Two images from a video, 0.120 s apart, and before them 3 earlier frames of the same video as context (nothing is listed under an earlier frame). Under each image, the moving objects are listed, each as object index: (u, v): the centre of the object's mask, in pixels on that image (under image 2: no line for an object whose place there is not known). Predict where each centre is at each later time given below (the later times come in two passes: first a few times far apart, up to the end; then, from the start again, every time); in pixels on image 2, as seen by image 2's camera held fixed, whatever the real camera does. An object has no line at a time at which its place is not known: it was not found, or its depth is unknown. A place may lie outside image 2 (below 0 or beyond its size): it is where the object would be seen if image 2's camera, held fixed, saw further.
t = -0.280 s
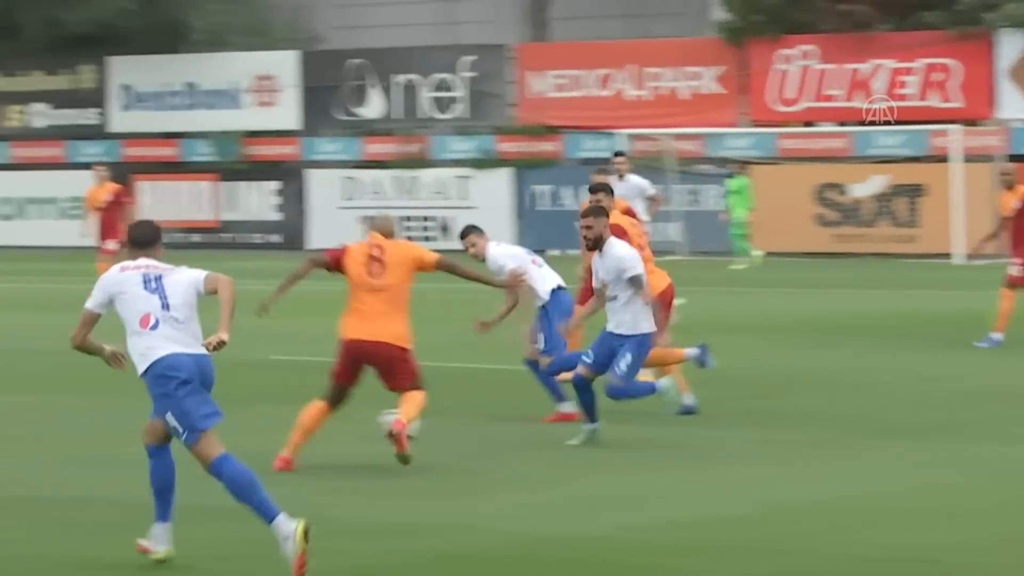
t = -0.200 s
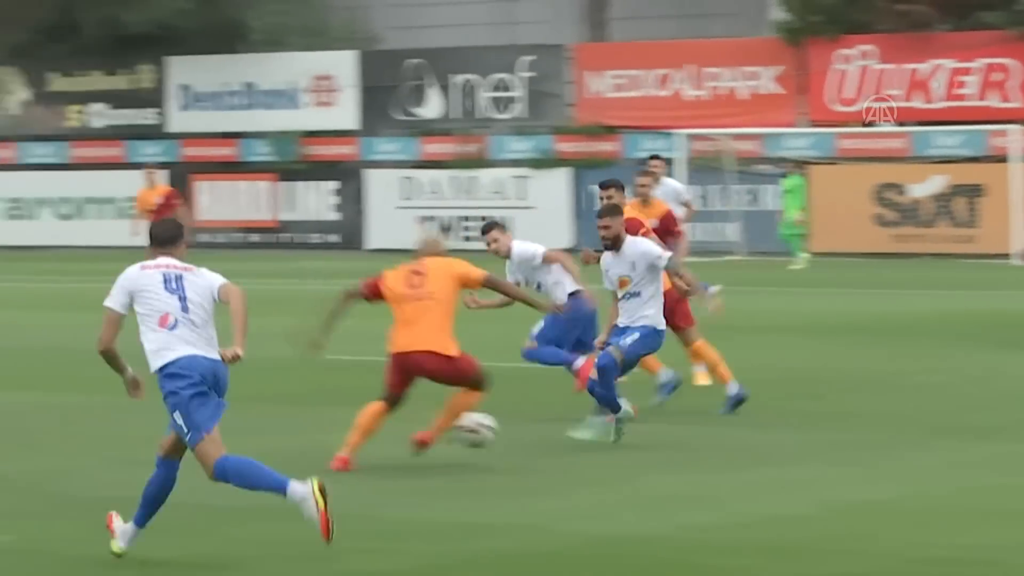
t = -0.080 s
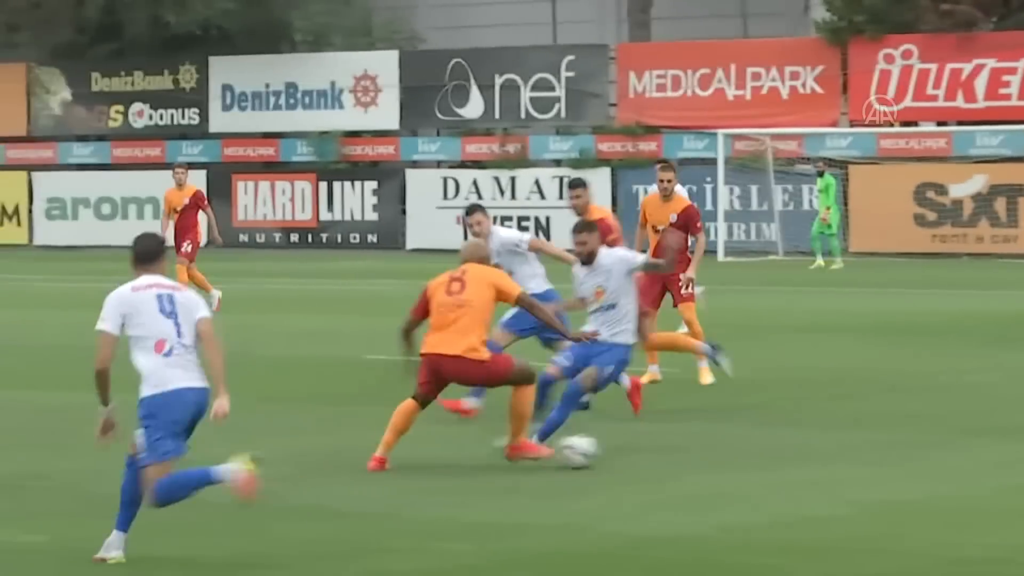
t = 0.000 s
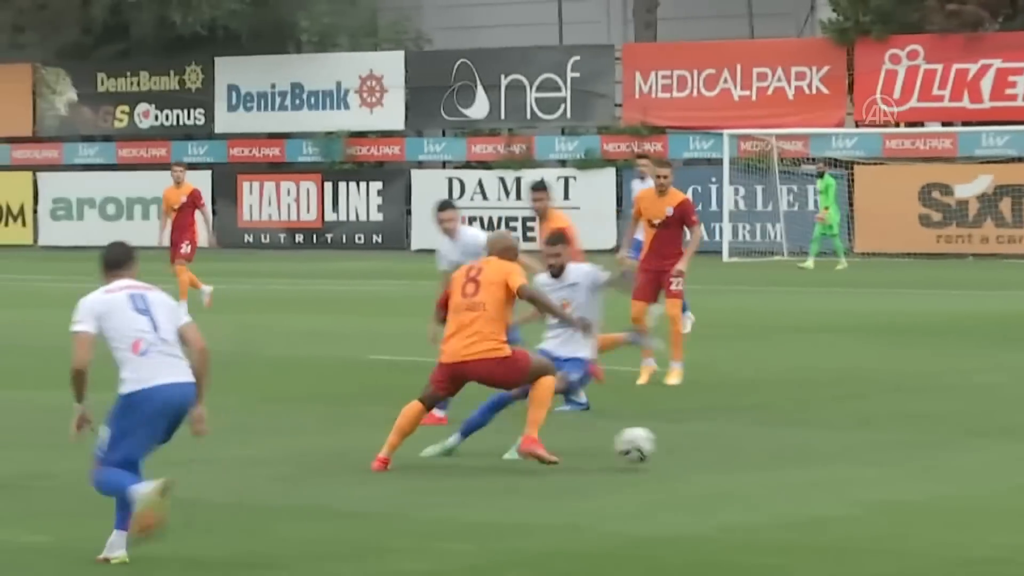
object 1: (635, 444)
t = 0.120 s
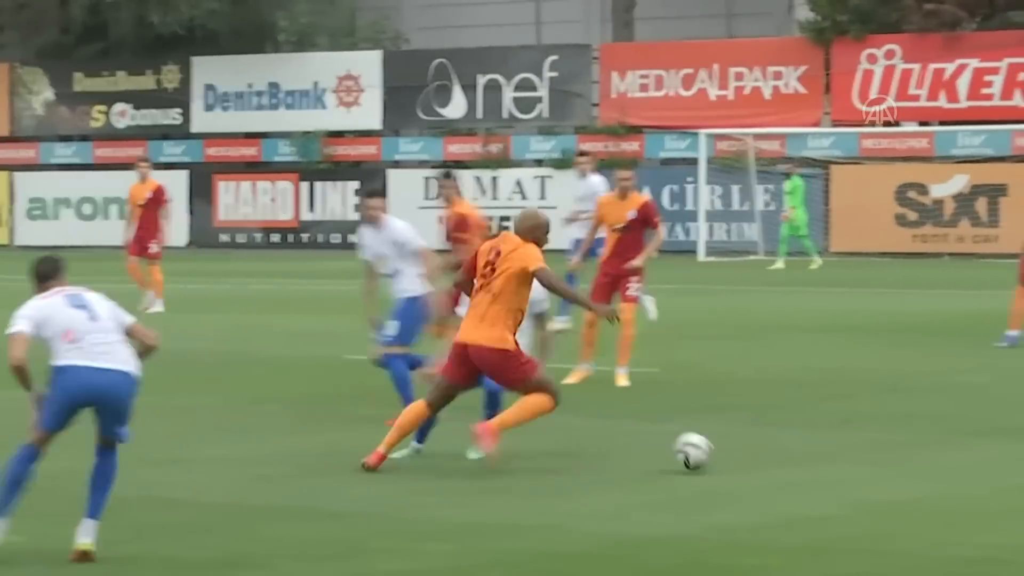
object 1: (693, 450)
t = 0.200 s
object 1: (743, 455)
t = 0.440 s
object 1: (880, 455)
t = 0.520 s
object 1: (924, 457)
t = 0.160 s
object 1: (719, 457)
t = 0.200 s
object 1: (743, 455)
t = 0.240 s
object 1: (767, 452)
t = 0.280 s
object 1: (789, 452)
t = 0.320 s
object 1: (812, 454)
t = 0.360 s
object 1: (834, 458)
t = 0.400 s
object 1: (857, 457)
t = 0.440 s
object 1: (880, 455)
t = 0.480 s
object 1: (901, 455)
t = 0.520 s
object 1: (924, 457)
